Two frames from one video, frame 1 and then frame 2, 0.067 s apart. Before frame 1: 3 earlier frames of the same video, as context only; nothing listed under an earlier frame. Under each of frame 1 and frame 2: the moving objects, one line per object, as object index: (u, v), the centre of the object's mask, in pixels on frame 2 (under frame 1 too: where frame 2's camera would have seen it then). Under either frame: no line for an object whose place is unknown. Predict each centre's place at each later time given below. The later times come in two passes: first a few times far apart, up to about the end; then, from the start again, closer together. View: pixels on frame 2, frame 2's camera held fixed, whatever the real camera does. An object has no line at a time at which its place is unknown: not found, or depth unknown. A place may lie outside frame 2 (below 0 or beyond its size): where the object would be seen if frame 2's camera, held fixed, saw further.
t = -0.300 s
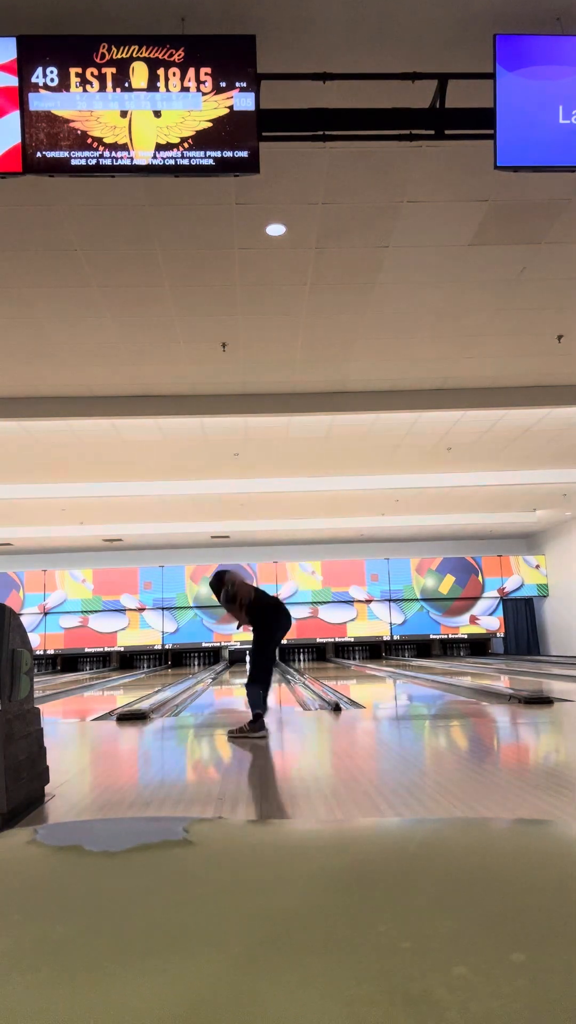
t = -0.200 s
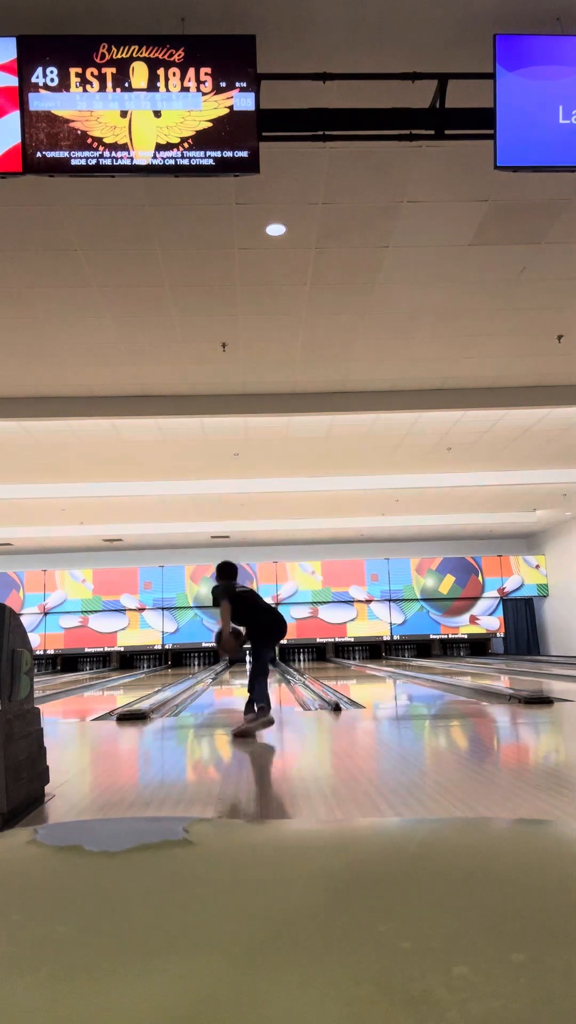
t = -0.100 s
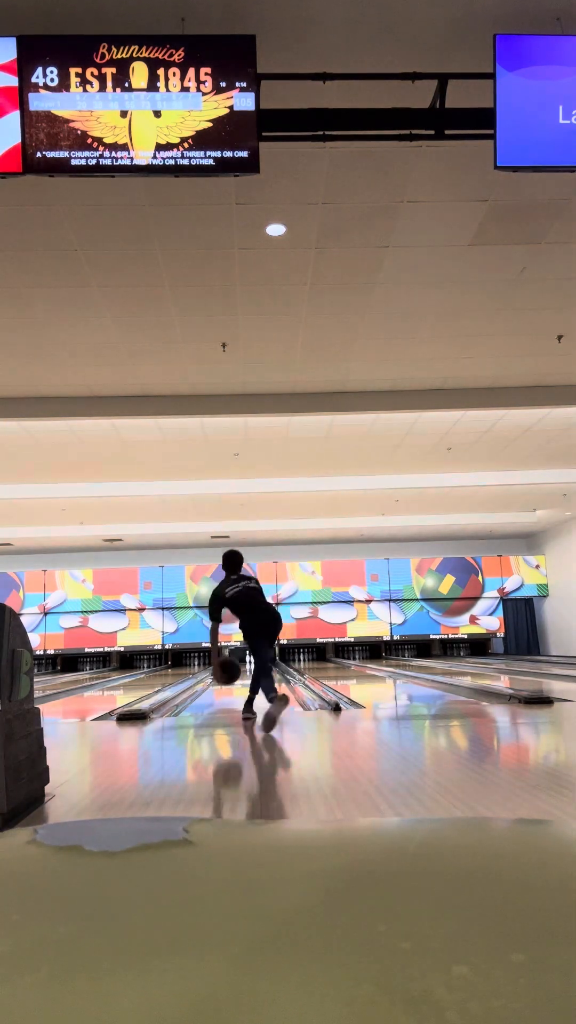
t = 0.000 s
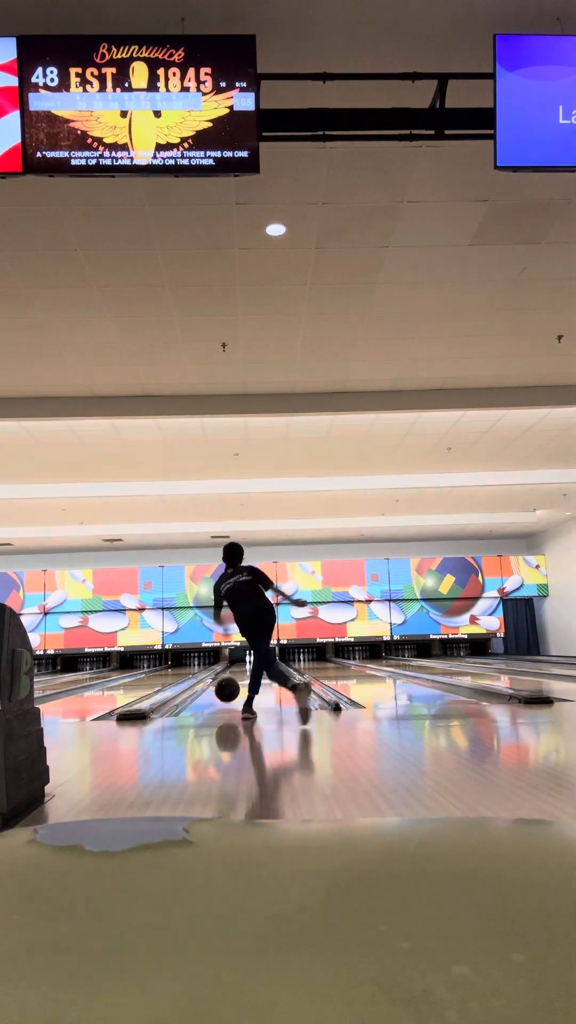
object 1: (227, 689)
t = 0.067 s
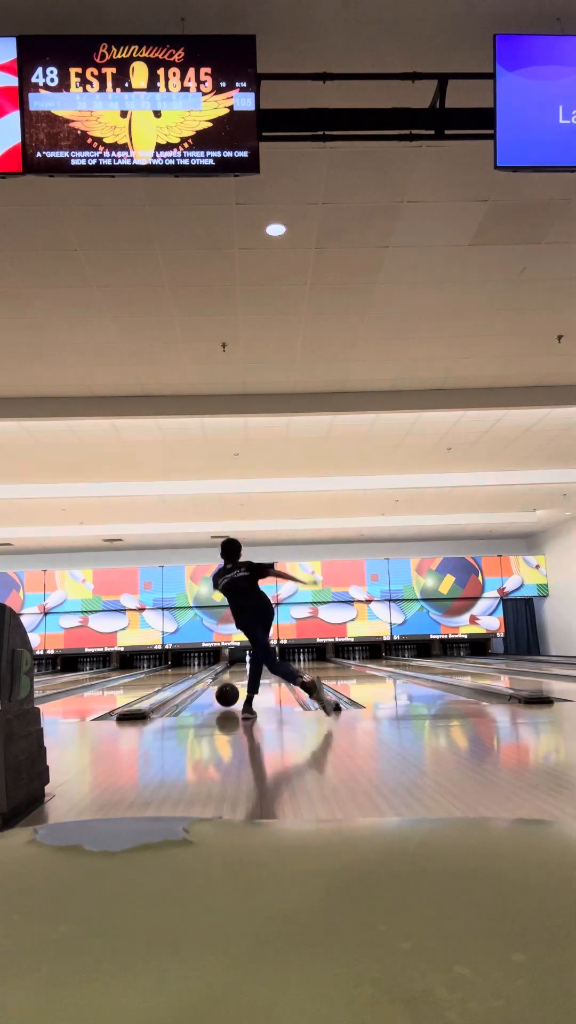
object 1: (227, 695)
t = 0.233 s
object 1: (227, 689)
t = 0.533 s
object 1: (228, 682)
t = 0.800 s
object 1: (228, 676)
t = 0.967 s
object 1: (229, 674)
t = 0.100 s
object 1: (227, 691)
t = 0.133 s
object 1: (227, 690)
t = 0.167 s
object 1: (227, 689)
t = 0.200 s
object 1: (227, 690)
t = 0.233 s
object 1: (227, 689)
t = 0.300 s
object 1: (227, 687)
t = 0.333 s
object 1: (227, 686)
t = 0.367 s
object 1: (227, 685)
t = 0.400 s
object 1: (227, 685)
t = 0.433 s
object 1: (227, 684)
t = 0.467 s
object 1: (228, 683)
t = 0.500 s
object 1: (228, 682)
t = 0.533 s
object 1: (228, 682)
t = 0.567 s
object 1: (228, 681)
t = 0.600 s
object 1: (228, 680)
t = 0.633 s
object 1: (228, 679)
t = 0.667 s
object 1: (228, 679)
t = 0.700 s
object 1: (228, 678)
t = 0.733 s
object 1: (228, 677)
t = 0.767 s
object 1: (228, 677)
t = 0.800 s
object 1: (228, 676)
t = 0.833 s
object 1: (228, 676)
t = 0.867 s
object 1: (229, 675)
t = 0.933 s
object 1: (229, 674)
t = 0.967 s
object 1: (229, 674)
